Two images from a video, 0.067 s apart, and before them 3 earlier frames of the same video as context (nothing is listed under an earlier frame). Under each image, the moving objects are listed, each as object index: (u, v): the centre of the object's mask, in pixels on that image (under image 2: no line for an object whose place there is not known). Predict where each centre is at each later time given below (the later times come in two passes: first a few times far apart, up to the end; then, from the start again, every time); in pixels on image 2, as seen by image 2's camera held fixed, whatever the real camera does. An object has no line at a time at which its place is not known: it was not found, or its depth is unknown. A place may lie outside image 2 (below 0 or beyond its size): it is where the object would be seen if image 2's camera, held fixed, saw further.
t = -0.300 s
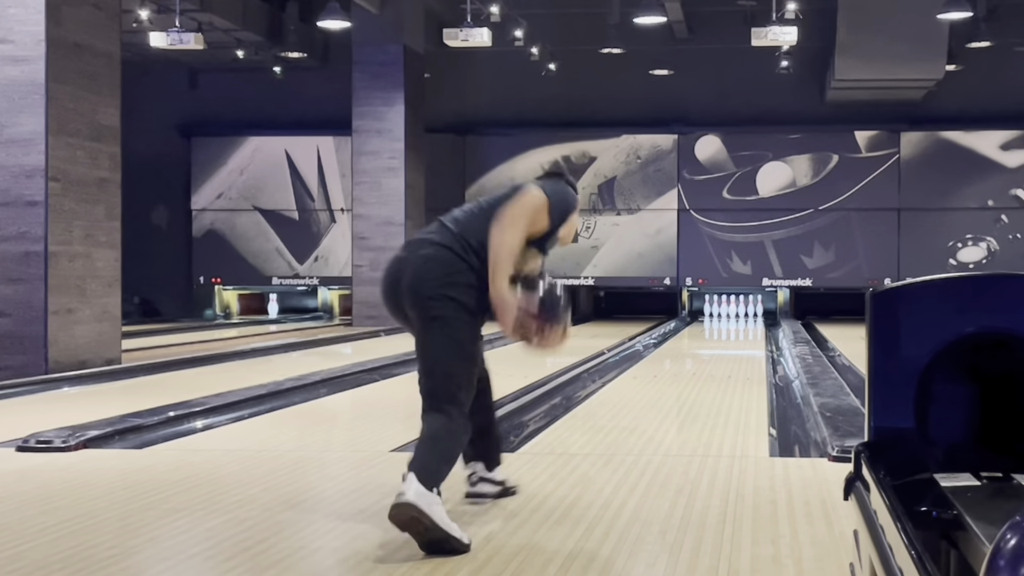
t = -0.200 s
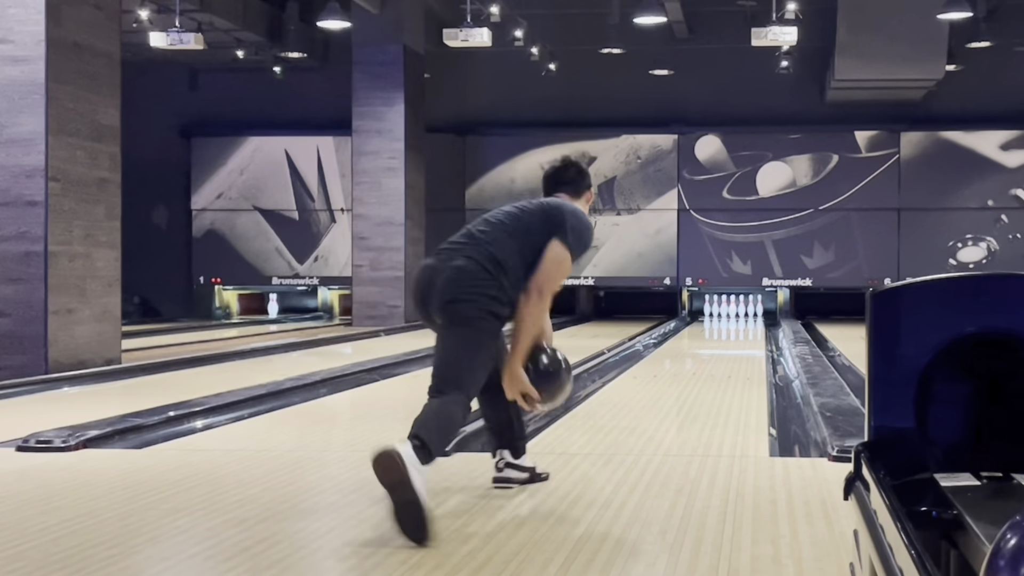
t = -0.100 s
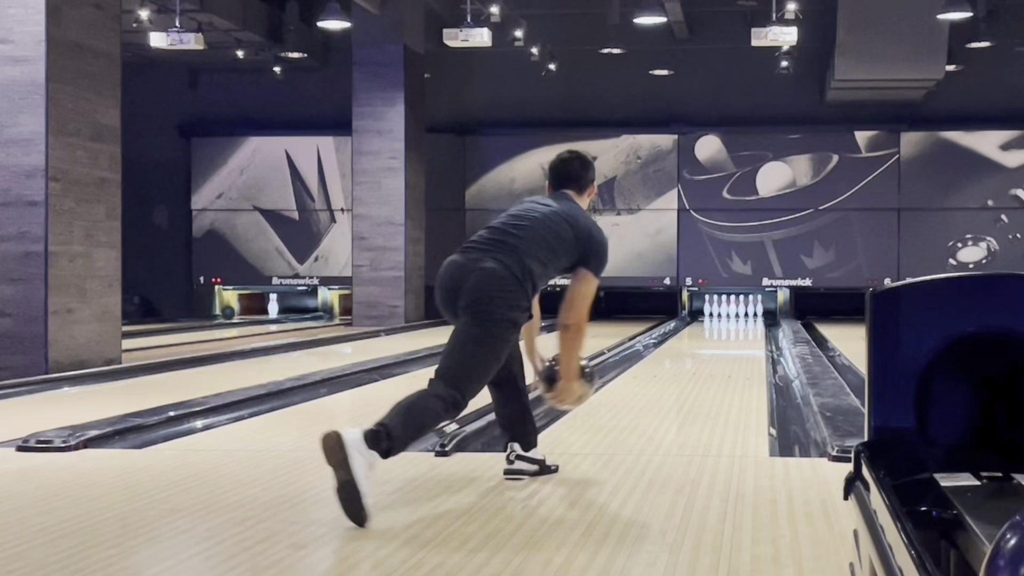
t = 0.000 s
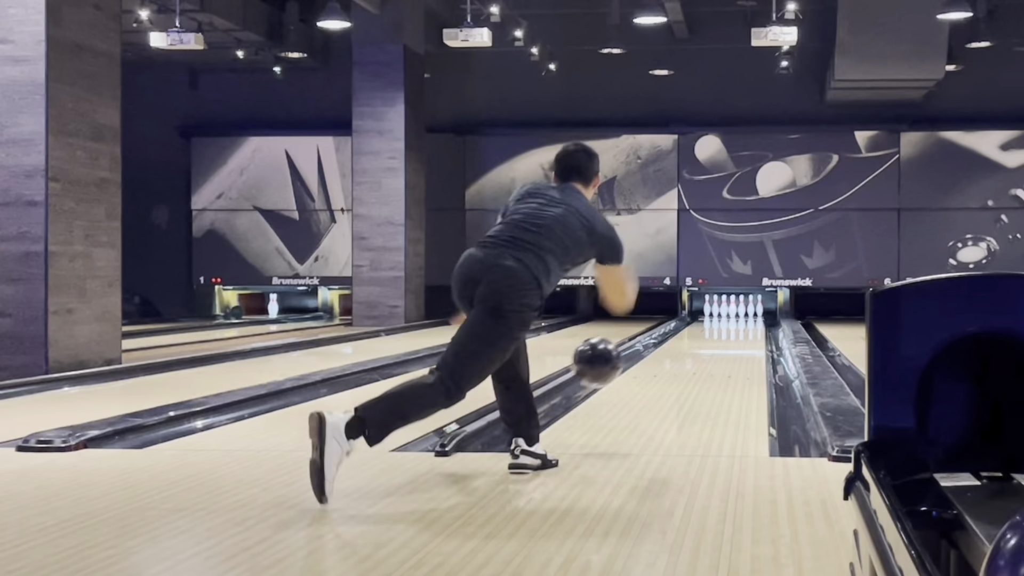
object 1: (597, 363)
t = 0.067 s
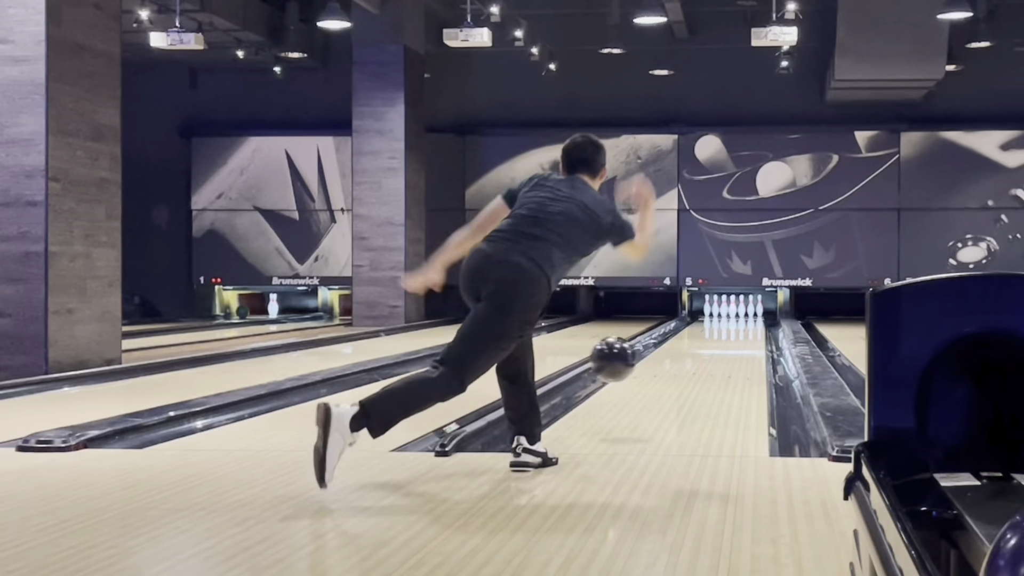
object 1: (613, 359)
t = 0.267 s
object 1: (651, 386)
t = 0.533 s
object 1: (683, 366)
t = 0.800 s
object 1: (705, 352)
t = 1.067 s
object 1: (719, 341)
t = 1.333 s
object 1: (730, 334)
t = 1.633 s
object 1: (738, 327)
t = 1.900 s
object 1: (744, 321)
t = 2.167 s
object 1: (747, 318)
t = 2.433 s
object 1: (744, 314)
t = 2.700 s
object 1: (737, 312)
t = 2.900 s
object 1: (737, 311)
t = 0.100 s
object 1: (620, 361)
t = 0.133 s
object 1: (627, 366)
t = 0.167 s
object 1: (633, 371)
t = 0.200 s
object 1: (639, 379)
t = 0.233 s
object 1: (645, 389)
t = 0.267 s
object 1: (651, 386)
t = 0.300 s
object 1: (655, 380)
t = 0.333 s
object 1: (660, 379)
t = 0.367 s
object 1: (664, 378)
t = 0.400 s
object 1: (669, 376)
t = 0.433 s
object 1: (673, 373)
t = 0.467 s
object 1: (676, 371)
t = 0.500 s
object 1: (680, 369)
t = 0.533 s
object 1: (683, 366)
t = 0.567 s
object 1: (686, 364)
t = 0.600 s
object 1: (689, 362)
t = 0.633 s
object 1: (692, 360)
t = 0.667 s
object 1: (695, 358)
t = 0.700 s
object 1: (698, 357)
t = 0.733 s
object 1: (700, 355)
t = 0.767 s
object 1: (702, 353)
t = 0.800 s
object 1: (705, 352)
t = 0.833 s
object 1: (707, 351)
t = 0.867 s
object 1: (709, 350)
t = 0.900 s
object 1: (711, 348)
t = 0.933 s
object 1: (713, 347)
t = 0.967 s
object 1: (714, 345)
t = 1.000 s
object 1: (716, 344)
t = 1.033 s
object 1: (718, 343)
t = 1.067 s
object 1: (719, 341)
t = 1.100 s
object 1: (721, 340)
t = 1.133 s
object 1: (722, 339)
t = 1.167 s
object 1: (724, 339)
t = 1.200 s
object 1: (725, 338)
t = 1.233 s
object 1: (726, 336)
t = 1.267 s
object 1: (728, 335)
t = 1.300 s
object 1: (729, 334)
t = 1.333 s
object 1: (730, 334)
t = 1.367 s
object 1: (731, 333)
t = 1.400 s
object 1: (732, 332)
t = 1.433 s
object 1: (733, 331)
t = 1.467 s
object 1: (734, 330)
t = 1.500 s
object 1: (735, 329)
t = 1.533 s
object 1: (736, 329)
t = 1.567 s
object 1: (737, 328)
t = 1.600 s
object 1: (738, 327)
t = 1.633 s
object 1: (738, 327)
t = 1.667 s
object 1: (739, 326)
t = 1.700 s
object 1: (740, 325)
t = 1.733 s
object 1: (741, 325)
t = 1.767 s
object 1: (741, 324)
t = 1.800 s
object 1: (742, 324)
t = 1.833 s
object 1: (743, 322)
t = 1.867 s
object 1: (743, 322)
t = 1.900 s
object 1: (744, 321)
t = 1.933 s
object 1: (744, 321)
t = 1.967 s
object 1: (745, 320)
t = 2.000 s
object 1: (746, 320)
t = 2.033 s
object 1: (746, 319)
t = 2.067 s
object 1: (746, 319)
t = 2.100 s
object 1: (746, 318)
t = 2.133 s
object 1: (747, 318)
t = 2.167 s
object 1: (747, 318)
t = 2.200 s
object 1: (746, 317)
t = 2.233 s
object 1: (746, 317)
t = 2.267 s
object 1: (746, 316)
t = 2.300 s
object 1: (746, 316)
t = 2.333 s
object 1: (746, 316)
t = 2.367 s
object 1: (745, 315)
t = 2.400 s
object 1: (744, 315)
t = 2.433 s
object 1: (744, 314)
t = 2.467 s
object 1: (743, 314)
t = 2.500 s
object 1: (743, 314)
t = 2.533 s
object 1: (742, 314)
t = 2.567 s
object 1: (741, 313)
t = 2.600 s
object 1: (740, 313)
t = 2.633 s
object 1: (739, 313)
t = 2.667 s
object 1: (738, 312)
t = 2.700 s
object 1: (737, 312)
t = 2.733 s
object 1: (737, 312)
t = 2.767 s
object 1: (737, 312)
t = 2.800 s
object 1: (737, 311)
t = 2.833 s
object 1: (737, 311)
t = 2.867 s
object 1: (737, 311)
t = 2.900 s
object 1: (737, 311)
